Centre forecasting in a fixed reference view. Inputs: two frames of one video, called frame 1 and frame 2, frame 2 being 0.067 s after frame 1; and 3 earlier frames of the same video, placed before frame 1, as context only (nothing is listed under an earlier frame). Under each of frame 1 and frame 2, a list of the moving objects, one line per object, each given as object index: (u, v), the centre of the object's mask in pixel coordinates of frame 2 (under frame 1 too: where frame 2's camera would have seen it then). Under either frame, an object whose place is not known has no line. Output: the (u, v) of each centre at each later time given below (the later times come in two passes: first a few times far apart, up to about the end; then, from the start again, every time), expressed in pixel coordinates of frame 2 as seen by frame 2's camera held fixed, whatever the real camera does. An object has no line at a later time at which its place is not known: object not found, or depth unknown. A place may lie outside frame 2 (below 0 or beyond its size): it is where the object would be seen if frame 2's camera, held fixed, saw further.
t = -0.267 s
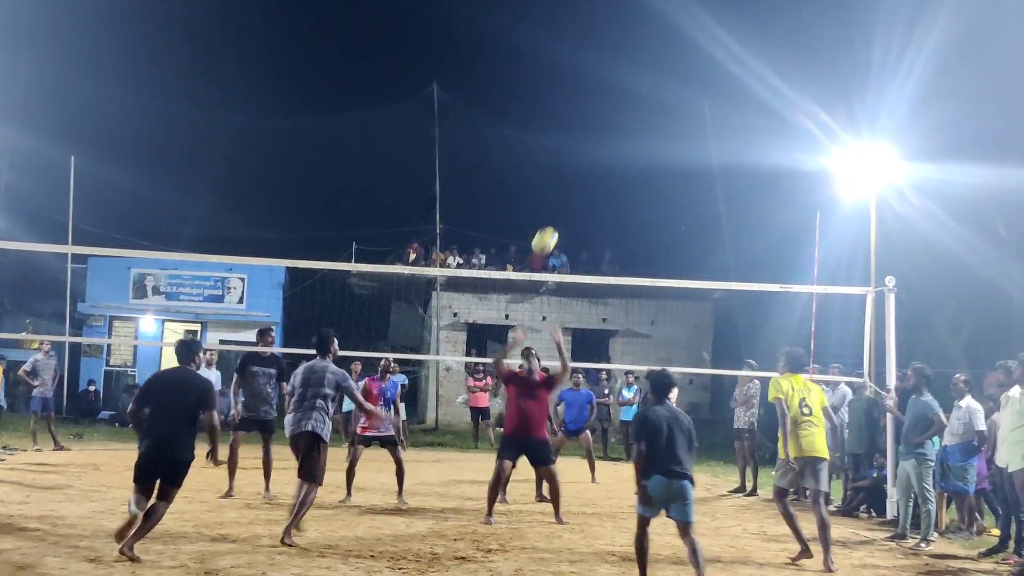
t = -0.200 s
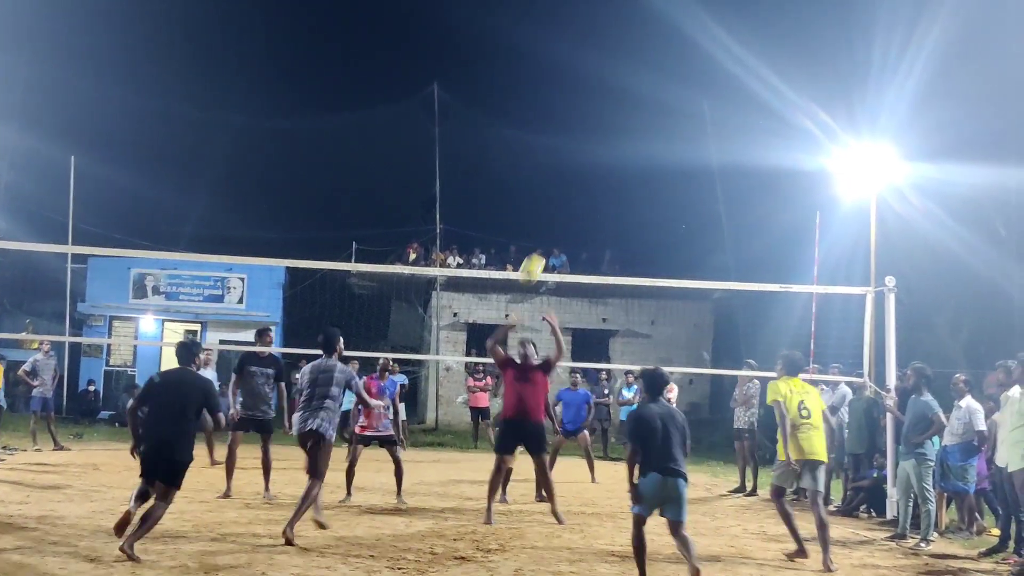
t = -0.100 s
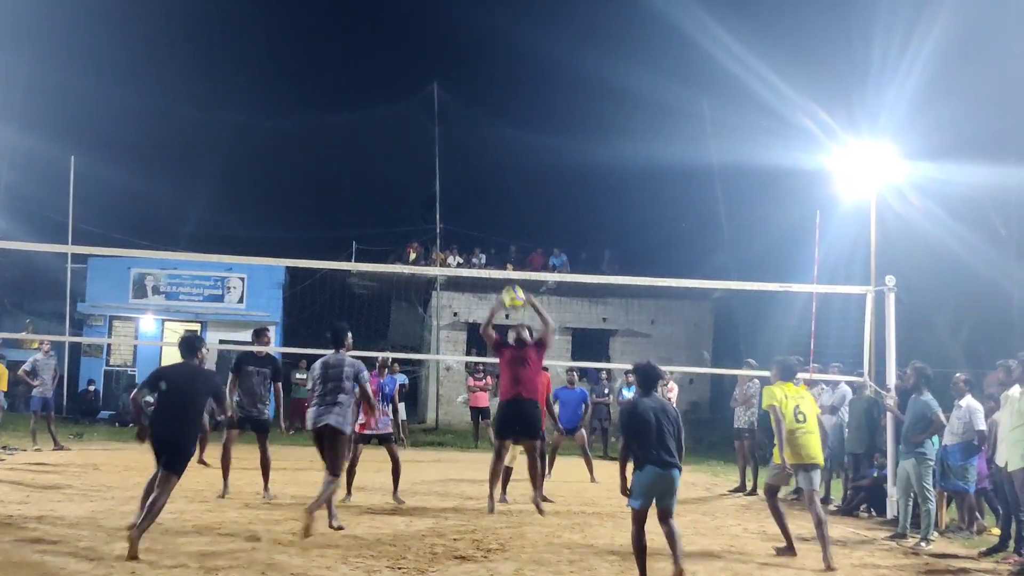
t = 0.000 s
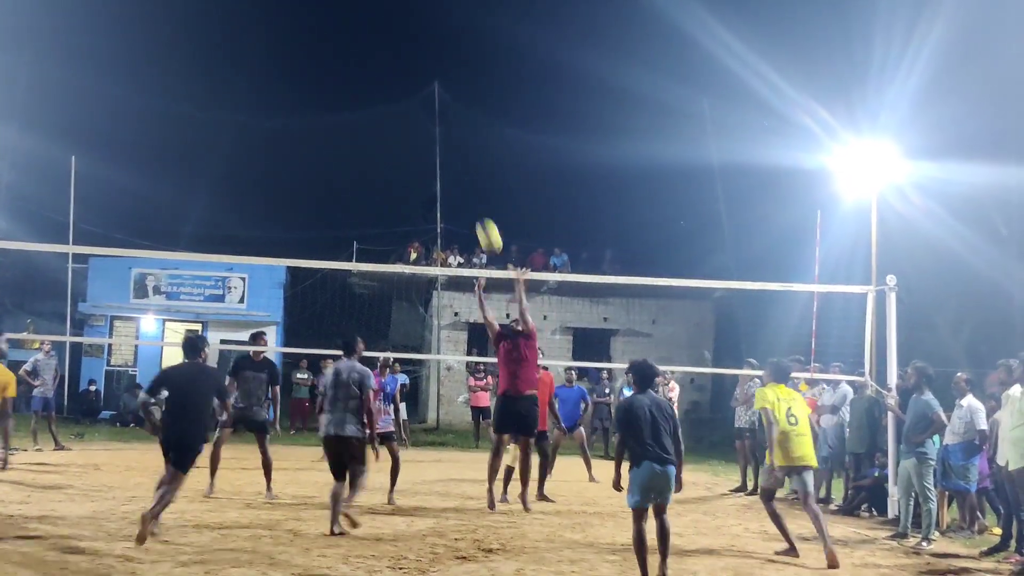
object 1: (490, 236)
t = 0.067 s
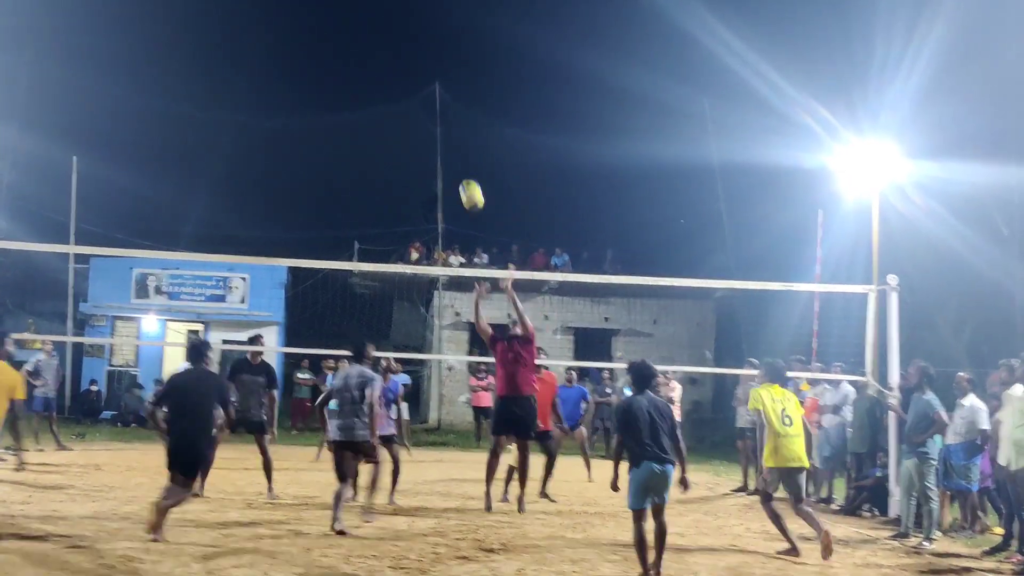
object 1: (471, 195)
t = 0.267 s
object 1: (411, 95)
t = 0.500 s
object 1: (343, 37)
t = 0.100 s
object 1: (462, 176)
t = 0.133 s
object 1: (452, 158)
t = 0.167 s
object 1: (440, 137)
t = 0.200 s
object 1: (431, 122)
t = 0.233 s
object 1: (421, 108)
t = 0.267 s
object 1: (411, 95)
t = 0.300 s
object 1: (402, 83)
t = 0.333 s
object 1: (392, 73)
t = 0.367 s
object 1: (382, 63)
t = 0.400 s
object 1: (372, 55)
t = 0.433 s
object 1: (362, 48)
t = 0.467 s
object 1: (353, 42)
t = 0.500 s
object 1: (343, 37)
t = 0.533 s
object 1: (333, 33)
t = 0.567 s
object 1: (323, 30)
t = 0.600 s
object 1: (313, 28)
